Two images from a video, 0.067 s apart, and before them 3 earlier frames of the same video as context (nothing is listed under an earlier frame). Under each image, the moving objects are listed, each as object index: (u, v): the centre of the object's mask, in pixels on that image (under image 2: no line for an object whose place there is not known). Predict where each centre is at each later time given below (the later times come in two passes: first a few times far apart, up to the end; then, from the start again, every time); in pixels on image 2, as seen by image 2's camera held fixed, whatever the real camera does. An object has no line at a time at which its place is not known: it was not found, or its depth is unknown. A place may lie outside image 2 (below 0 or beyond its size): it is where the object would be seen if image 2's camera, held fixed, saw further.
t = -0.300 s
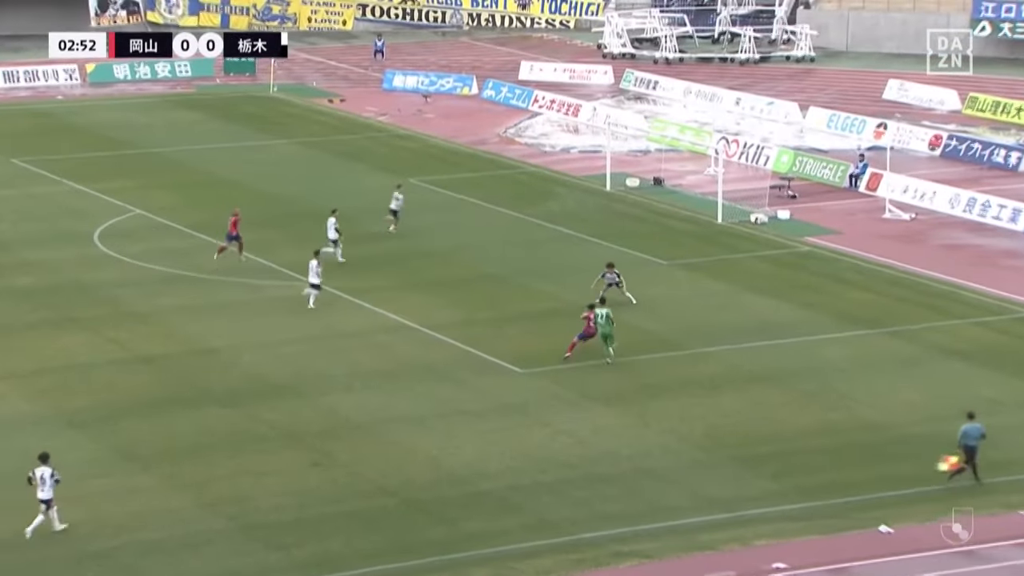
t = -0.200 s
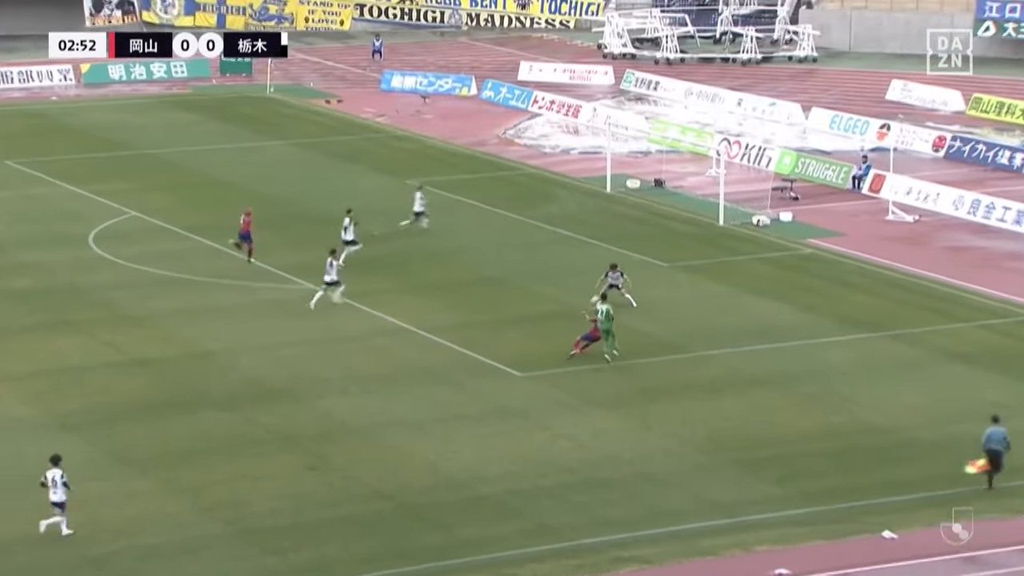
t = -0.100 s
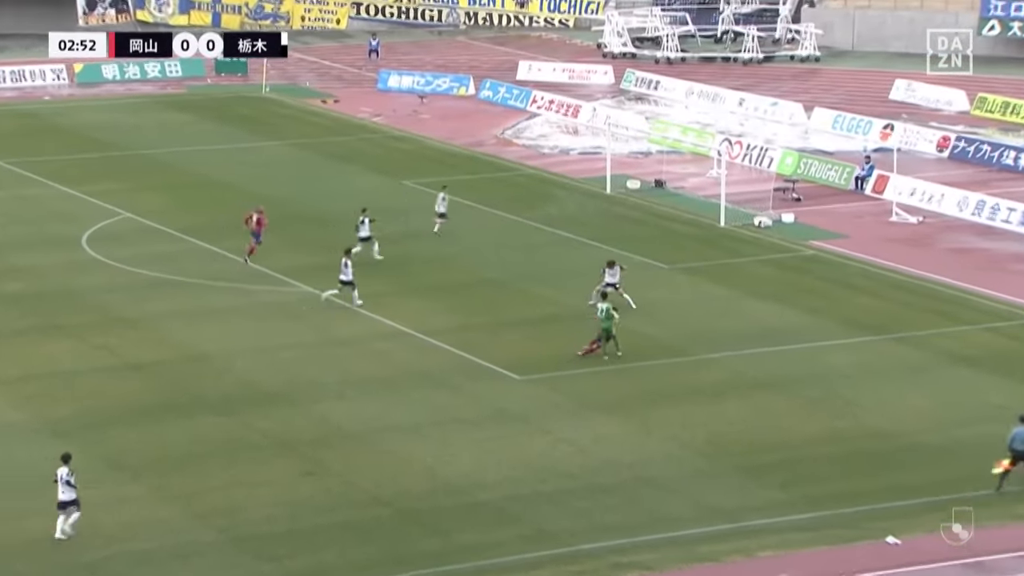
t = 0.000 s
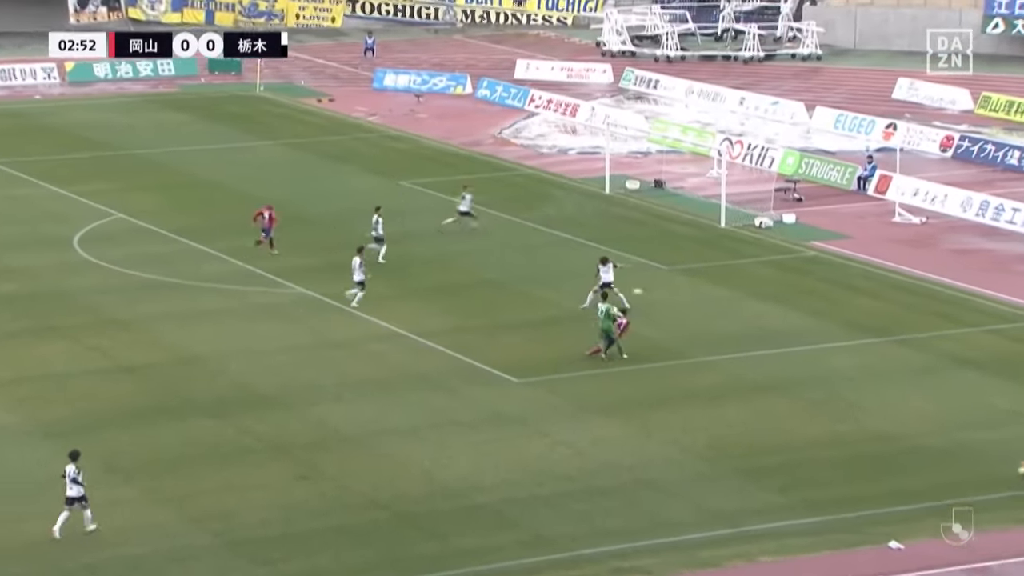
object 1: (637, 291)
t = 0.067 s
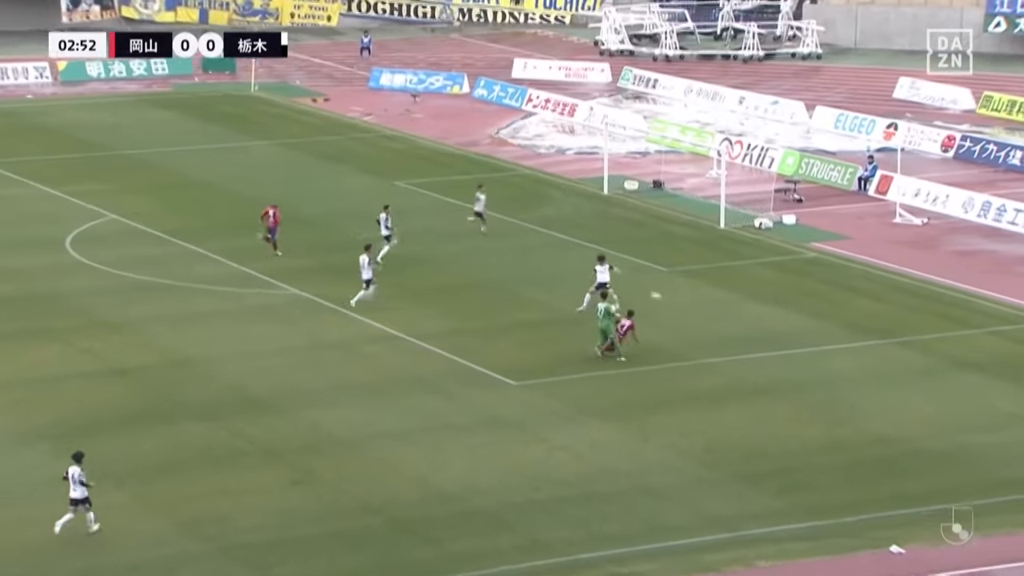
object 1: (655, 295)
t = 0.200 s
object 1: (695, 305)
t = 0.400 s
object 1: (754, 324)
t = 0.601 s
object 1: (804, 320)
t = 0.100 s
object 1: (665, 297)
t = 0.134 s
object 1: (675, 300)
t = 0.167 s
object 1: (684, 301)
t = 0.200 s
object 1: (695, 305)
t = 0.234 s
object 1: (706, 309)
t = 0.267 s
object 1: (715, 312)
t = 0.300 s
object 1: (726, 317)
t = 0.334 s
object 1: (735, 321)
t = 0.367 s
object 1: (745, 325)
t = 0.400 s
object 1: (754, 324)
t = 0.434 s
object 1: (762, 321)
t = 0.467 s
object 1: (771, 321)
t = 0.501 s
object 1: (780, 320)
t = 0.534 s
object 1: (788, 320)
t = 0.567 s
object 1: (796, 319)
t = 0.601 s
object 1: (804, 320)
